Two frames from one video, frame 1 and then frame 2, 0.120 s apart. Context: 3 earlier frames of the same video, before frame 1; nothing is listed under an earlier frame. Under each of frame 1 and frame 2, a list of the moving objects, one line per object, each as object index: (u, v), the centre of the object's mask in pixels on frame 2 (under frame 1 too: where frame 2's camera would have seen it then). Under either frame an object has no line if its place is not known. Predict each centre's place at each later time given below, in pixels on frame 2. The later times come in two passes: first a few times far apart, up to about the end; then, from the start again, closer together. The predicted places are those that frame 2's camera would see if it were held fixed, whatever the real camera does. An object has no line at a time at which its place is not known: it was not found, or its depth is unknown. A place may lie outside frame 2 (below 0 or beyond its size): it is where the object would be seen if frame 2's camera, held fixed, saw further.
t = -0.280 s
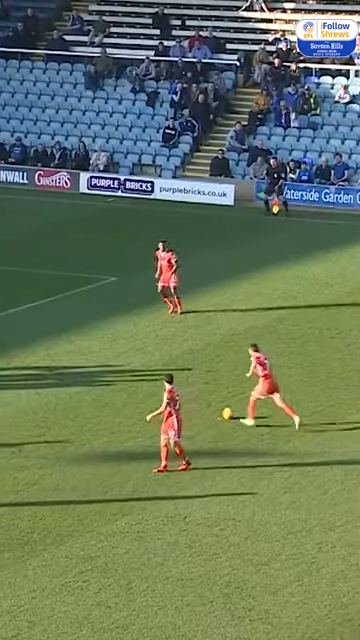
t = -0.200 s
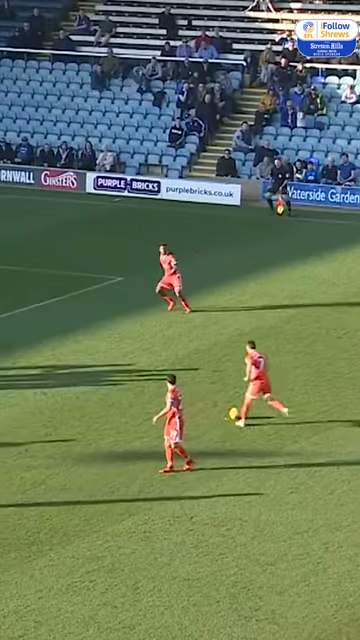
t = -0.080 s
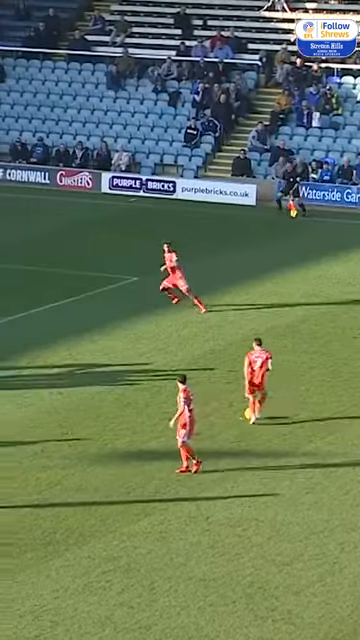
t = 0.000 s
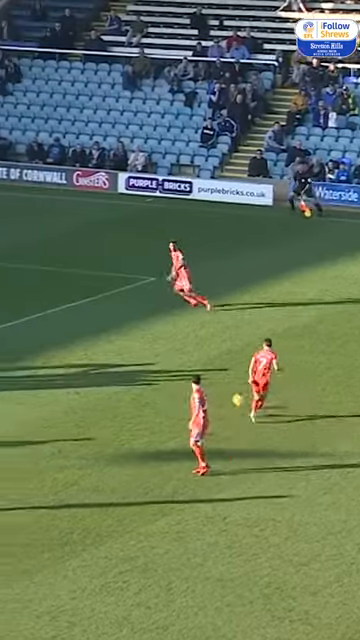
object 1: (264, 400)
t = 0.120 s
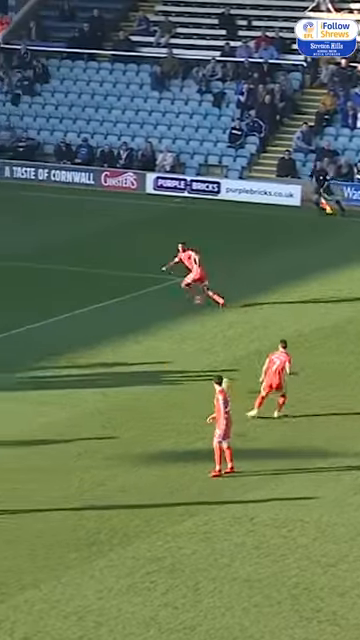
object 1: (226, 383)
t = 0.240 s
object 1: (184, 373)
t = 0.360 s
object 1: (154, 356)
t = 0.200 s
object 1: (198, 377)
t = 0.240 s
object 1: (184, 373)
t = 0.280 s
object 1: (175, 366)
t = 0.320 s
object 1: (164, 360)
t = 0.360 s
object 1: (154, 356)
